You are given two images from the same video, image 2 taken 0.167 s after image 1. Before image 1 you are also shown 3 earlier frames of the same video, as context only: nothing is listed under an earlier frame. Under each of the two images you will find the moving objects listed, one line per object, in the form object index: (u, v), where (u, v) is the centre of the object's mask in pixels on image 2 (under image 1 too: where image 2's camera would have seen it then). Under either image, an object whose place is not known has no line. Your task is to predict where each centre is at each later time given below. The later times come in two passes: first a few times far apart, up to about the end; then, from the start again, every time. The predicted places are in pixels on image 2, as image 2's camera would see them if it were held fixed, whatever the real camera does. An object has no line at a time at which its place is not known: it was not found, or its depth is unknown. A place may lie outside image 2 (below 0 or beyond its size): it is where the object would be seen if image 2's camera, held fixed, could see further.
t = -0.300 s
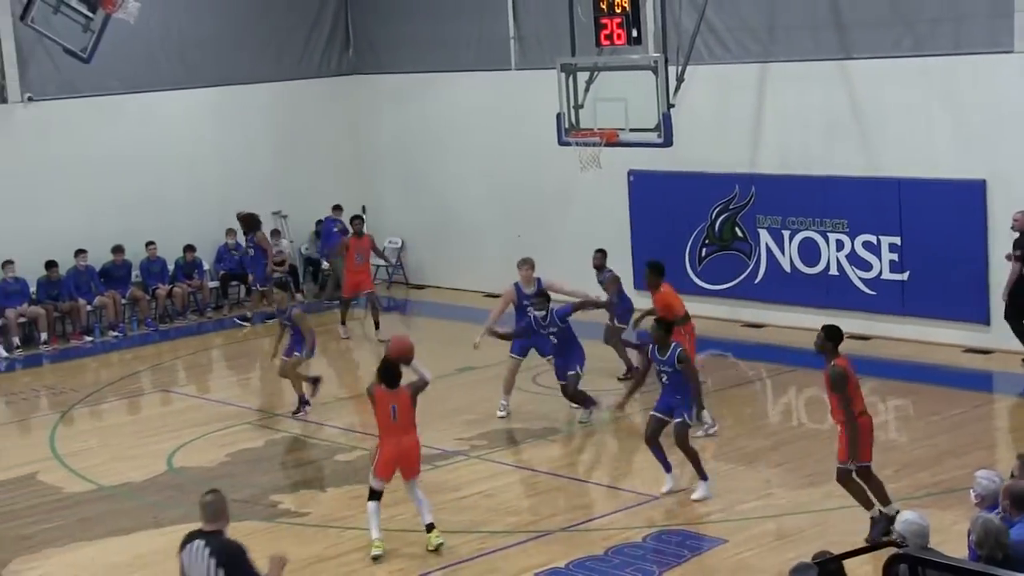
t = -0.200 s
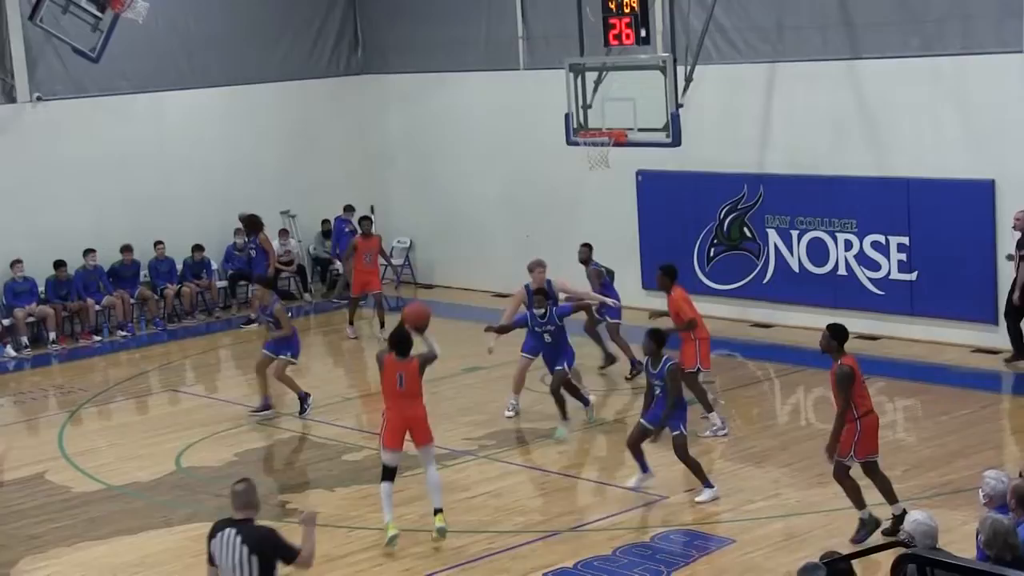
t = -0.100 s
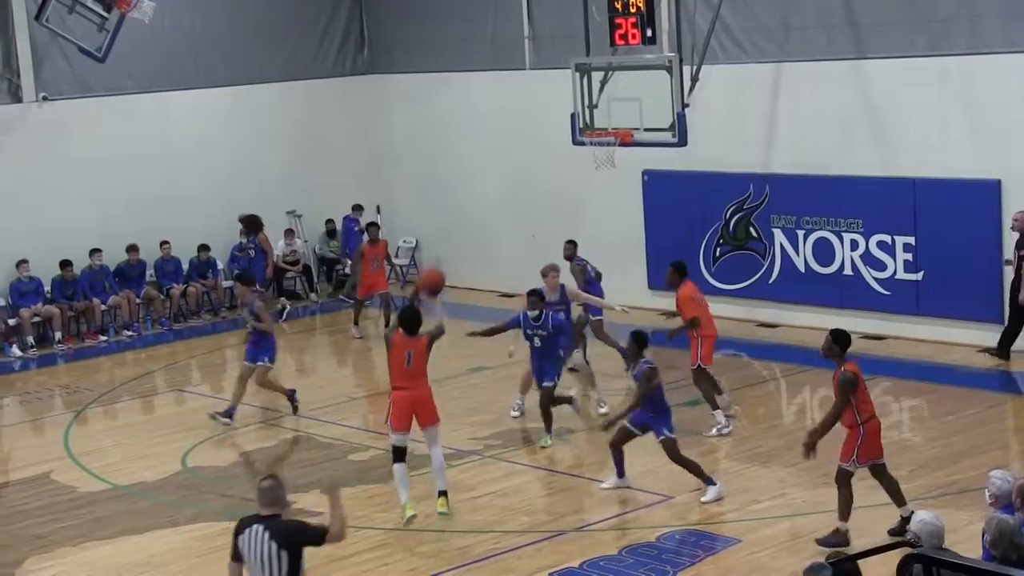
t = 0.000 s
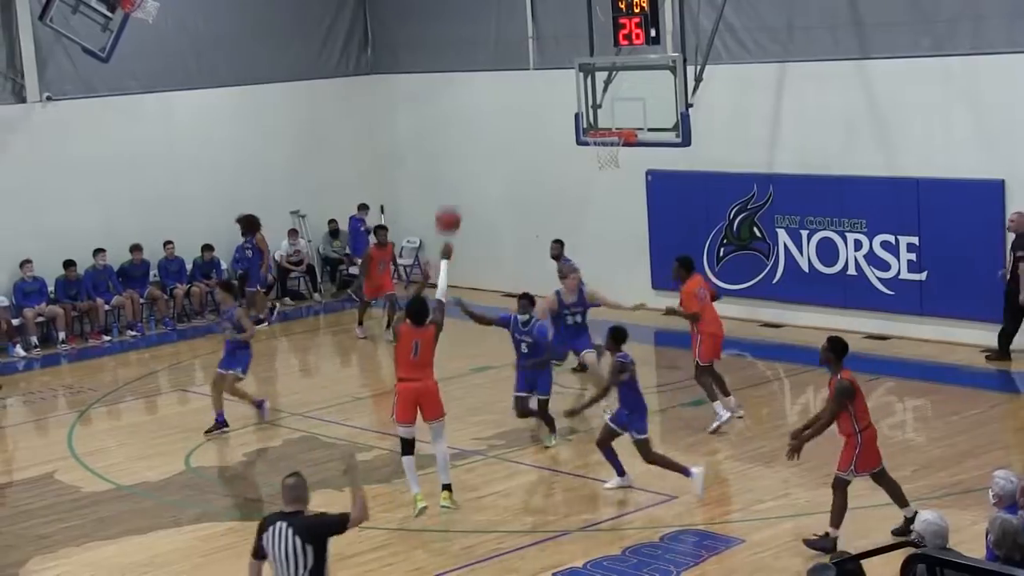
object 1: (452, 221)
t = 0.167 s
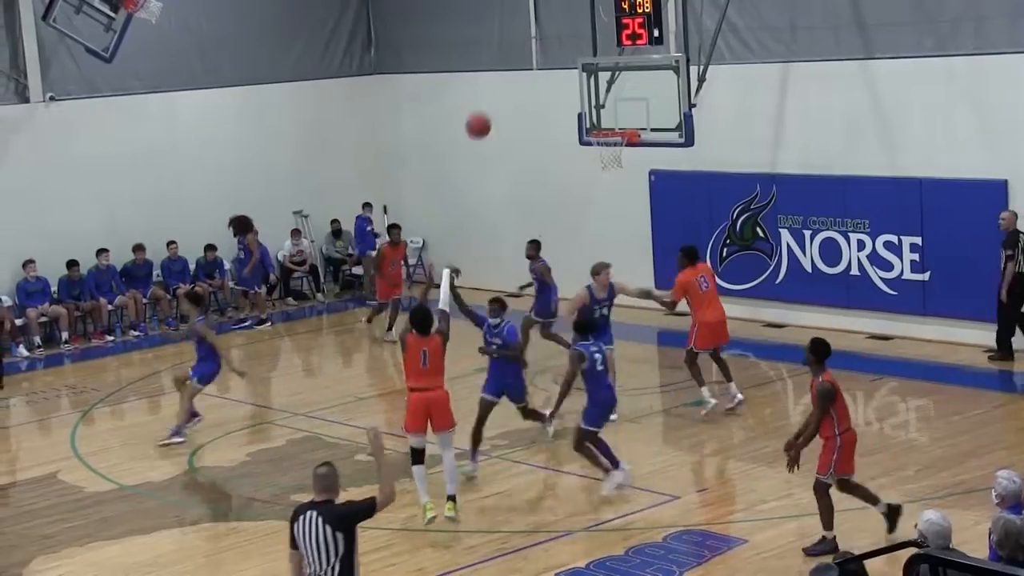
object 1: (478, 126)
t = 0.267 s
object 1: (494, 87)
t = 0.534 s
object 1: (532, 40)
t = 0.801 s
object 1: (568, 61)
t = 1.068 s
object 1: (603, 129)
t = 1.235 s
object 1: (624, 171)
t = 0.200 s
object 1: (483, 112)
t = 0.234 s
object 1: (489, 99)
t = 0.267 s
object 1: (494, 87)
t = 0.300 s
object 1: (499, 78)
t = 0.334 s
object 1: (504, 69)
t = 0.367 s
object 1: (508, 62)
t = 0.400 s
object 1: (513, 54)
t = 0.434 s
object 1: (519, 50)
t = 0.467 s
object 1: (523, 45)
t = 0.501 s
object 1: (527, 42)
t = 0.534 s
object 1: (532, 40)
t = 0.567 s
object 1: (536, 39)
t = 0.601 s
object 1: (541, 40)
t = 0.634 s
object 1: (546, 41)
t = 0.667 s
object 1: (551, 43)
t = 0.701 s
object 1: (555, 46)
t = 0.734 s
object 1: (560, 49)
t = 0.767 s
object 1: (564, 54)
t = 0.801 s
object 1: (568, 61)
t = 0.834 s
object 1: (573, 67)
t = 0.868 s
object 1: (577, 73)
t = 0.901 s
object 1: (581, 82)
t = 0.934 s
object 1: (585, 91)
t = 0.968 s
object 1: (588, 100)
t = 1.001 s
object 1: (594, 110)
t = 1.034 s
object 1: (598, 120)
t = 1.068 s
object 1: (603, 129)
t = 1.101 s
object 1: (606, 141)
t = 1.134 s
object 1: (611, 148)
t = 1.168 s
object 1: (615, 156)
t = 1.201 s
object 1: (619, 163)
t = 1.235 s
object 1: (624, 171)
